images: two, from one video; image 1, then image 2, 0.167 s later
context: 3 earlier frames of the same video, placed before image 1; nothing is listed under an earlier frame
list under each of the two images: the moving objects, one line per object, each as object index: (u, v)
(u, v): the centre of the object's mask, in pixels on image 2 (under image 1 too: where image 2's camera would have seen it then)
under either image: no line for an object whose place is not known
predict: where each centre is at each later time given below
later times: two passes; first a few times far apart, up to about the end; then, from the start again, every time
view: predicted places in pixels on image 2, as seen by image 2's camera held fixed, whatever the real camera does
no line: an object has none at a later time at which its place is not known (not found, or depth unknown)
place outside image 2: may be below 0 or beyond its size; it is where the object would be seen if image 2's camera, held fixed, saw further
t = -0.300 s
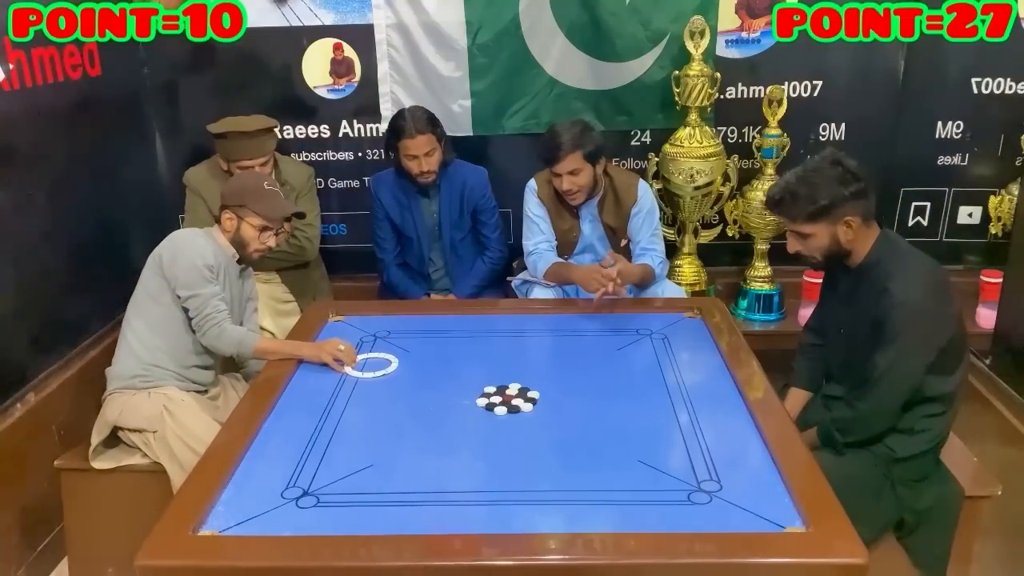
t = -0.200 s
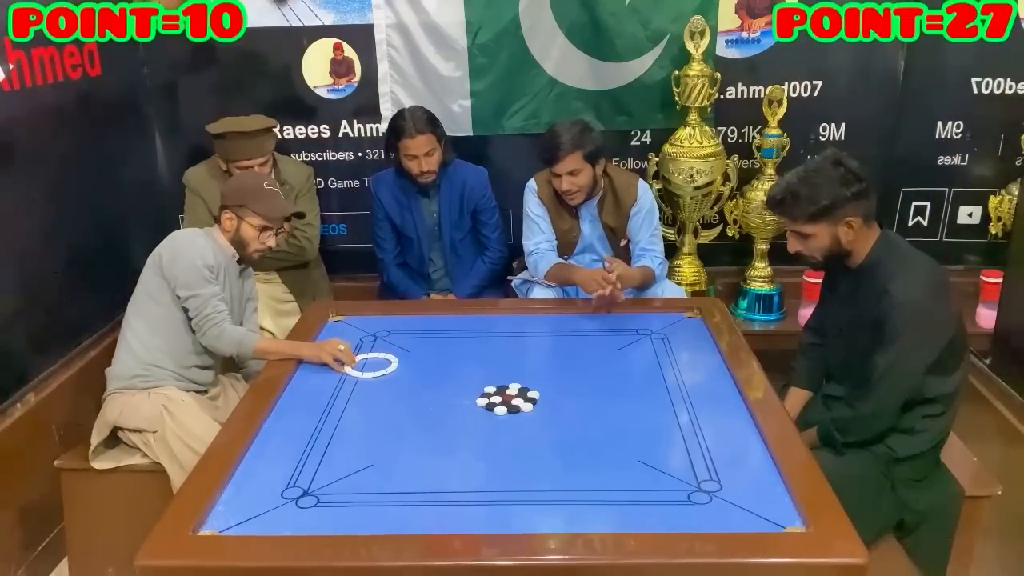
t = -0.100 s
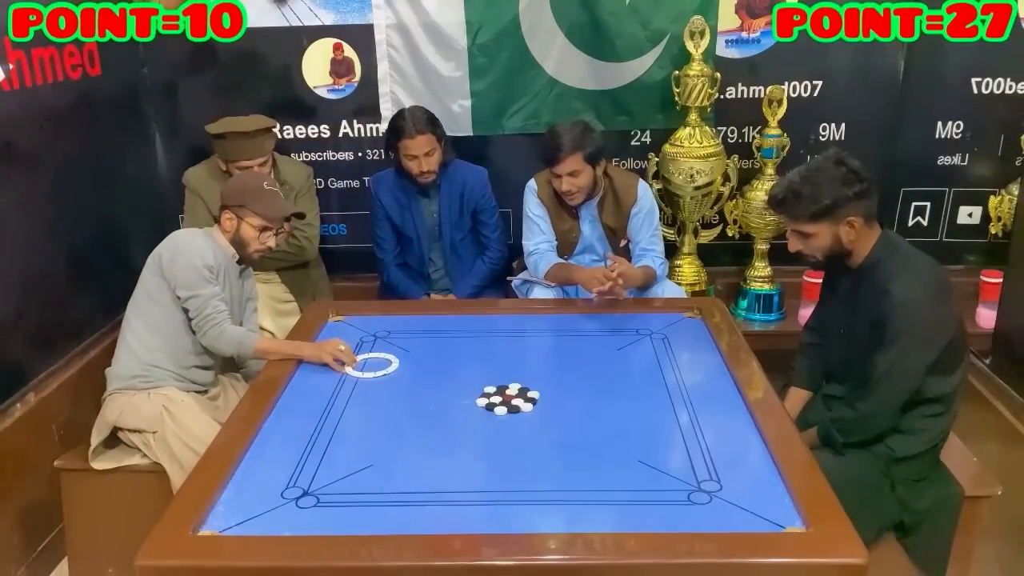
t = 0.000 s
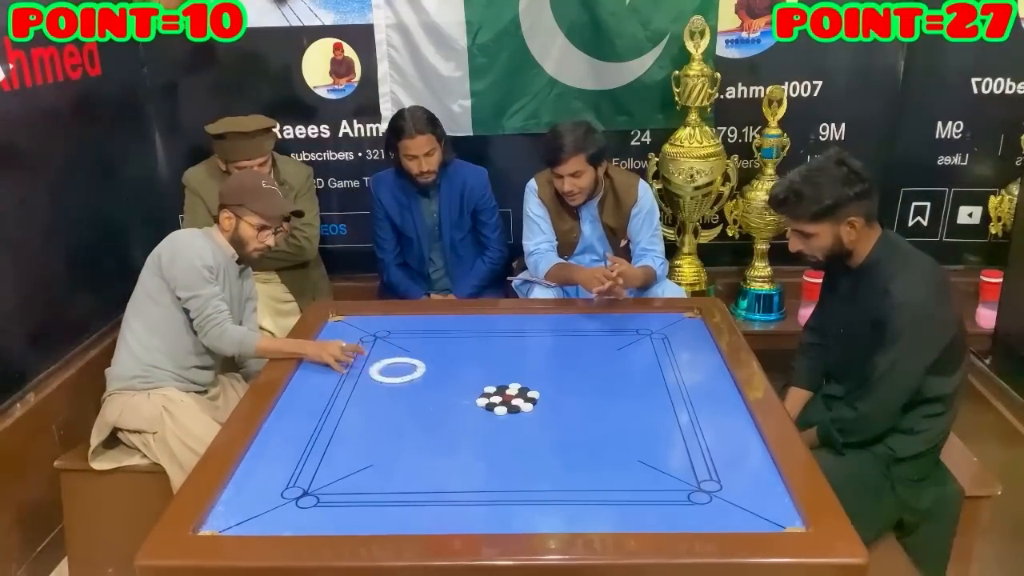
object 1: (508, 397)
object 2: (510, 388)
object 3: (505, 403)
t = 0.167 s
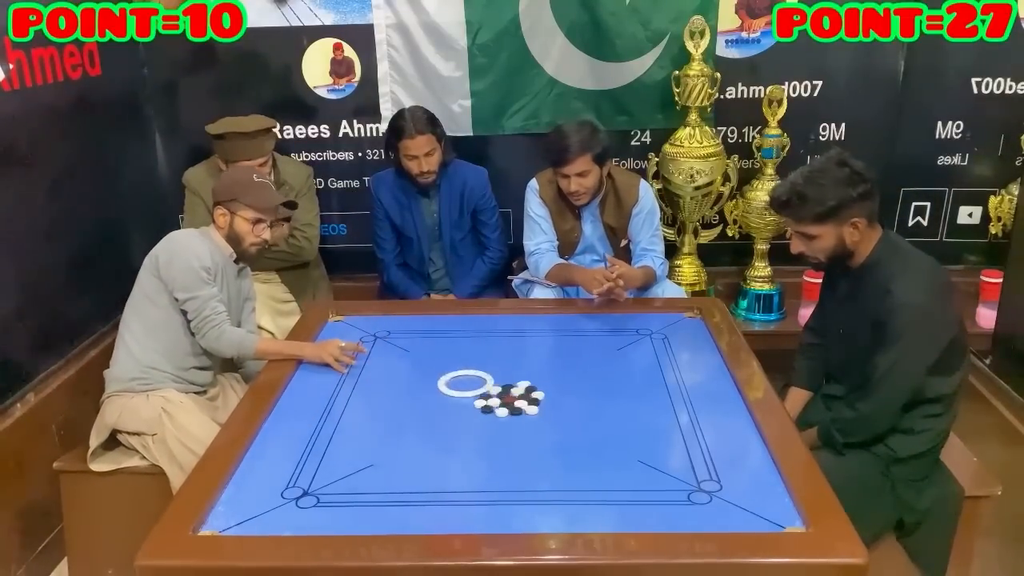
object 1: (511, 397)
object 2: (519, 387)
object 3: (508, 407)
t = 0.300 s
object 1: (527, 407)
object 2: (547, 386)
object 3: (513, 412)
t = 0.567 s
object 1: (557, 423)
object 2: (603, 376)
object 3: (526, 426)
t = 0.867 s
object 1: (591, 441)
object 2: (661, 365)
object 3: (541, 441)
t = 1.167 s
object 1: (622, 457)
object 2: (712, 356)
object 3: (553, 454)
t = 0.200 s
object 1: (512, 403)
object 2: (523, 389)
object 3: (508, 407)
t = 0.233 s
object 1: (519, 404)
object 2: (532, 389)
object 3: (509, 409)
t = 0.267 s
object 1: (523, 405)
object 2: (539, 387)
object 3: (512, 411)
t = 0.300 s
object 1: (527, 407)
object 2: (547, 386)
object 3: (513, 412)
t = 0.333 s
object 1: (530, 409)
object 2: (554, 384)
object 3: (515, 414)
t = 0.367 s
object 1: (534, 411)
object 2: (561, 383)
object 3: (516, 416)
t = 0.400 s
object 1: (538, 413)
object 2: (569, 382)
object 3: (518, 418)
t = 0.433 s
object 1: (541, 416)
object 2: (576, 381)
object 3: (520, 419)
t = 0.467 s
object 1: (545, 417)
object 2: (583, 379)
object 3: (521, 421)
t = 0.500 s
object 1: (549, 419)
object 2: (589, 378)
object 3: (523, 423)
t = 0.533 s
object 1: (553, 421)
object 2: (596, 377)
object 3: (525, 424)
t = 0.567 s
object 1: (557, 423)
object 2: (603, 376)
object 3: (526, 426)
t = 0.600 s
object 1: (561, 425)
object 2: (610, 375)
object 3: (528, 428)
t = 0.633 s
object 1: (564, 427)
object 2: (616, 373)
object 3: (530, 429)
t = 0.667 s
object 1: (568, 429)
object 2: (623, 372)
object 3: (531, 431)
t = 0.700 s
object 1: (572, 431)
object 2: (629, 371)
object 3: (533, 432)
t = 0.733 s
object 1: (576, 433)
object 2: (636, 370)
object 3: (534, 434)
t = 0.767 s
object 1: (580, 435)
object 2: (642, 369)
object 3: (536, 436)
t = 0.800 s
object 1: (583, 437)
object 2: (649, 368)
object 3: (538, 437)
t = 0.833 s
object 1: (587, 439)
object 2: (655, 366)
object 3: (539, 439)
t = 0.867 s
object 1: (591, 441)
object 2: (661, 365)
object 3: (541, 441)
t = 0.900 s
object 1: (594, 443)
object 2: (667, 364)
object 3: (542, 442)
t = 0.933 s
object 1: (598, 444)
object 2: (672, 363)
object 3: (543, 443)
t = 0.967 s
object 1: (601, 446)
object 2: (678, 362)
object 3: (545, 445)
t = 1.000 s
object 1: (605, 448)
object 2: (684, 361)
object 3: (546, 447)
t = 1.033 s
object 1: (608, 450)
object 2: (690, 360)
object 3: (548, 448)
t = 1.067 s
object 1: (612, 452)
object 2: (696, 359)
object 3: (549, 449)
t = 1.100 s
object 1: (616, 454)
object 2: (701, 358)
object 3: (550, 451)
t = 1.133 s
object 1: (619, 455)
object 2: (707, 357)
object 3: (551, 452)
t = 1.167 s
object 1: (622, 457)
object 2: (712, 356)
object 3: (553, 454)
